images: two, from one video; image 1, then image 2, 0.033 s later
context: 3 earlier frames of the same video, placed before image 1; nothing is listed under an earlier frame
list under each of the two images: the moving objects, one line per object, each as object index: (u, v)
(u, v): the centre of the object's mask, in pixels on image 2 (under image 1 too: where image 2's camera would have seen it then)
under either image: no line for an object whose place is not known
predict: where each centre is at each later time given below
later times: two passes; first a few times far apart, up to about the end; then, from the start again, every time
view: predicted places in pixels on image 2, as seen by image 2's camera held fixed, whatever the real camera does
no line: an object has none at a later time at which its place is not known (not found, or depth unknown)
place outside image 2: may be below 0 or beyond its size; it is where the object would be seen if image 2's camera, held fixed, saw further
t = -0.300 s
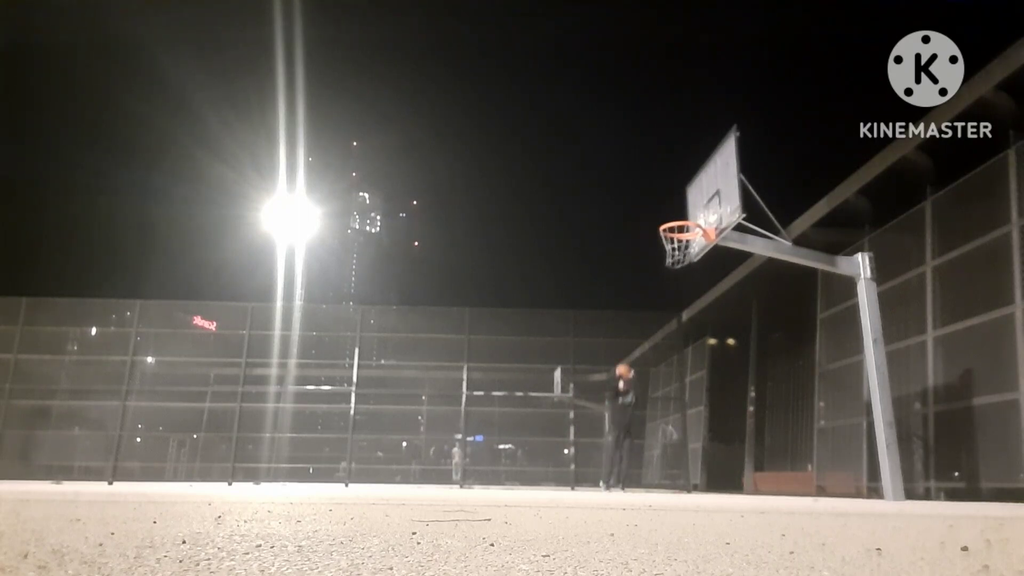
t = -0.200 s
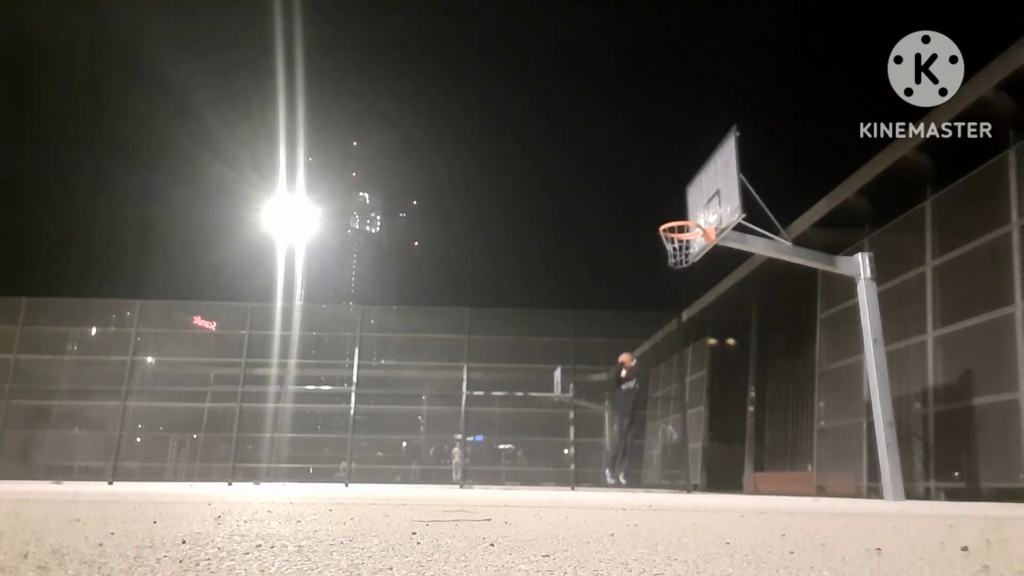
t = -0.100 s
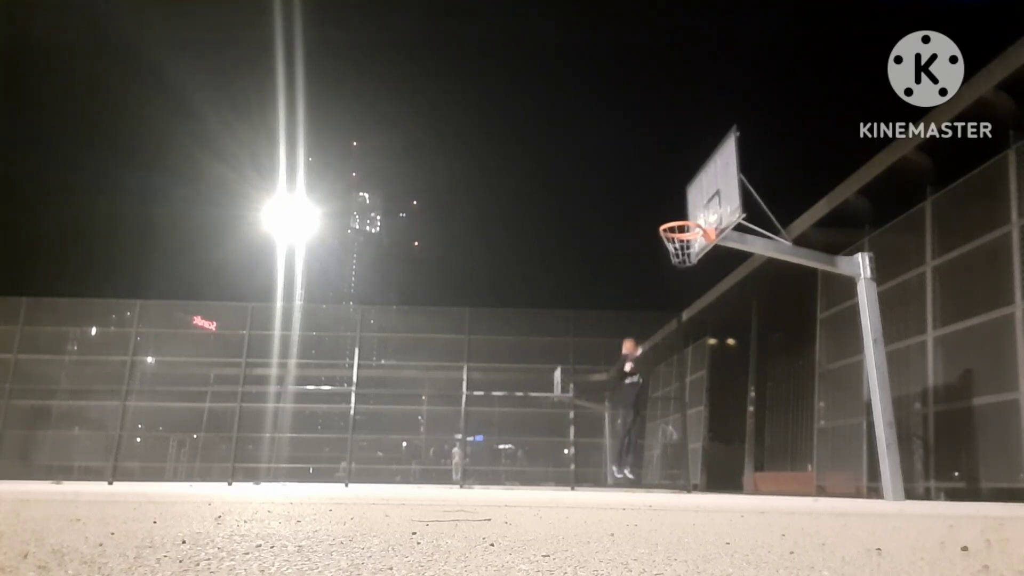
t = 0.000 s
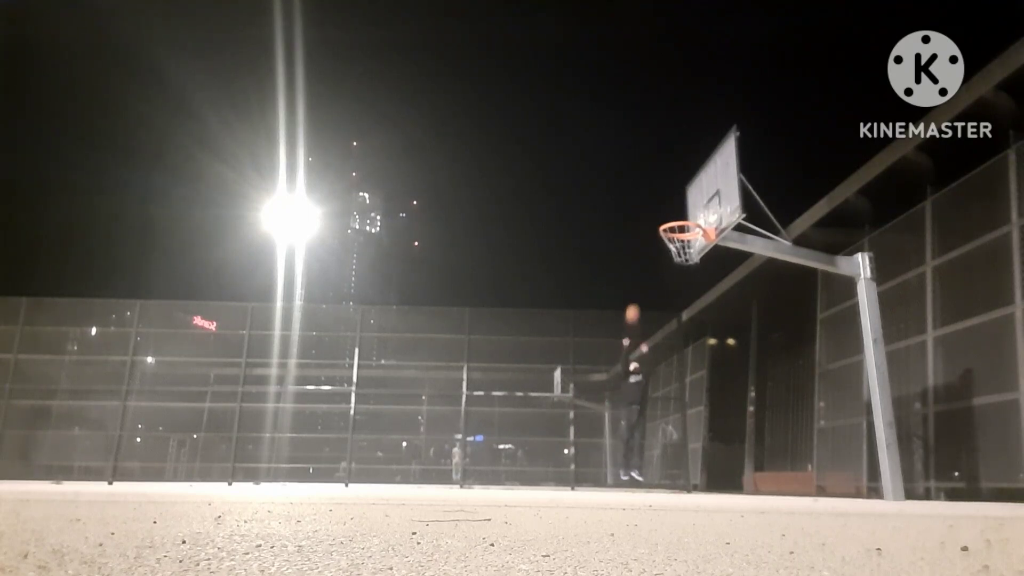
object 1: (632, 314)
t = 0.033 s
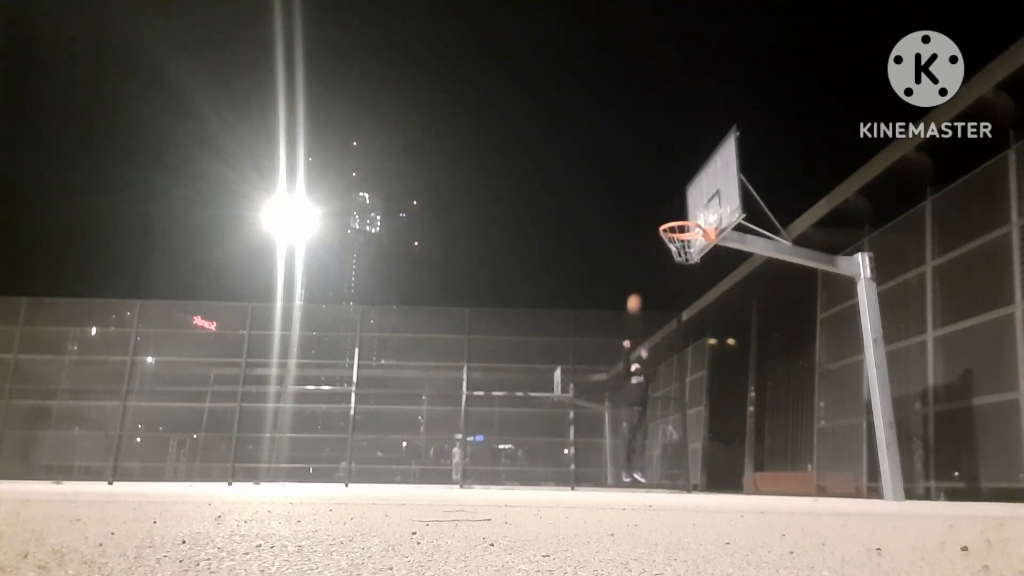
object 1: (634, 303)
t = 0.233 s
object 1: (643, 250)
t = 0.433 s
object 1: (654, 217)
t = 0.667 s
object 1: (671, 206)
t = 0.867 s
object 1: (687, 216)
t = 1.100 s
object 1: (691, 175)
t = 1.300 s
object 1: (696, 168)
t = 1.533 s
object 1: (706, 205)
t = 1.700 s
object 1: (715, 272)
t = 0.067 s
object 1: (635, 293)
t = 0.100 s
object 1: (637, 284)
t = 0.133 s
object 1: (638, 275)
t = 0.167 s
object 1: (640, 266)
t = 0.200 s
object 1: (641, 258)
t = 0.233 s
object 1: (643, 250)
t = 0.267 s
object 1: (645, 243)
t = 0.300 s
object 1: (647, 237)
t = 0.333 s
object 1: (648, 231)
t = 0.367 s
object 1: (650, 226)
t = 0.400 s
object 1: (653, 221)
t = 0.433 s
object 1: (654, 217)
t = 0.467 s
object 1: (657, 213)
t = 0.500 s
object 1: (659, 210)
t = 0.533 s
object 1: (661, 208)
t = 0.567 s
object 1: (663, 207)
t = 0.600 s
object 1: (666, 206)
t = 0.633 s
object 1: (668, 206)
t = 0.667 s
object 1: (671, 206)
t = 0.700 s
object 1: (674, 208)
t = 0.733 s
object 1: (676, 210)
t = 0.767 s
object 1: (679, 212)
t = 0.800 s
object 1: (682, 214)
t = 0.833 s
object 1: (685, 217)
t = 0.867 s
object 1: (687, 216)
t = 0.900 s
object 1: (688, 211)
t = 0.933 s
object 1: (688, 204)
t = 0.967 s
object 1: (688, 197)
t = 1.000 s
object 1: (689, 190)
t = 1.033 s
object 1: (690, 184)
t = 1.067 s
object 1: (691, 179)
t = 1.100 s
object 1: (691, 175)
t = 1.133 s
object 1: (692, 172)
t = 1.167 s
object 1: (693, 170)
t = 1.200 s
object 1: (694, 168)
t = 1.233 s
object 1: (694, 167)
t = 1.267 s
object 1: (695, 168)
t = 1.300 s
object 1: (696, 168)
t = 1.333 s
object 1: (697, 170)
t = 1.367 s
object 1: (698, 173)
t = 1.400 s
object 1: (700, 177)
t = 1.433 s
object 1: (701, 182)
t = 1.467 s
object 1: (703, 189)
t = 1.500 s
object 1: (704, 197)
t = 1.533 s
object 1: (706, 205)
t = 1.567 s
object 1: (708, 215)
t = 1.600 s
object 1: (711, 229)
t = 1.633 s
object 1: (712, 244)
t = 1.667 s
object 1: (714, 258)
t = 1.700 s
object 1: (715, 272)
